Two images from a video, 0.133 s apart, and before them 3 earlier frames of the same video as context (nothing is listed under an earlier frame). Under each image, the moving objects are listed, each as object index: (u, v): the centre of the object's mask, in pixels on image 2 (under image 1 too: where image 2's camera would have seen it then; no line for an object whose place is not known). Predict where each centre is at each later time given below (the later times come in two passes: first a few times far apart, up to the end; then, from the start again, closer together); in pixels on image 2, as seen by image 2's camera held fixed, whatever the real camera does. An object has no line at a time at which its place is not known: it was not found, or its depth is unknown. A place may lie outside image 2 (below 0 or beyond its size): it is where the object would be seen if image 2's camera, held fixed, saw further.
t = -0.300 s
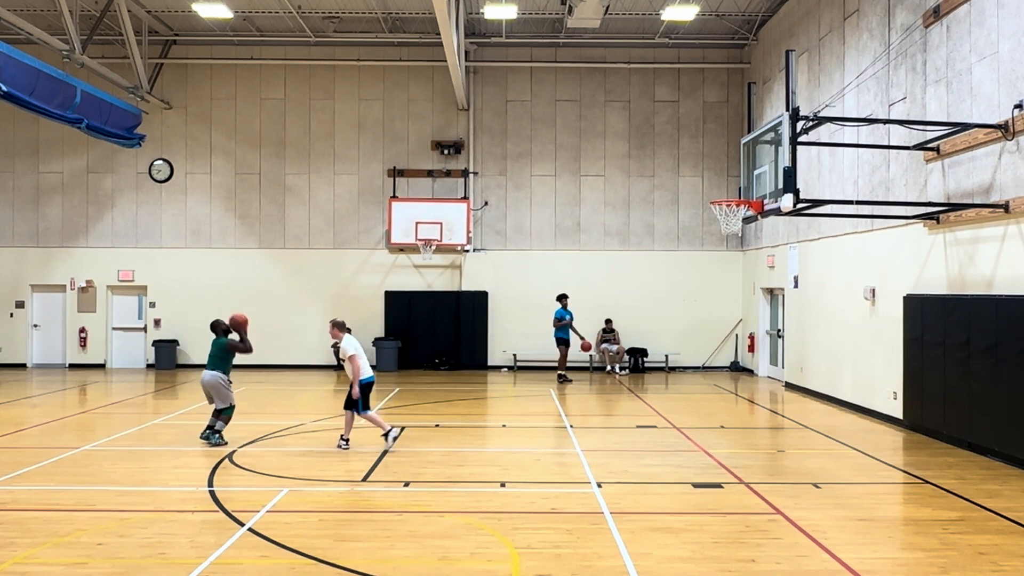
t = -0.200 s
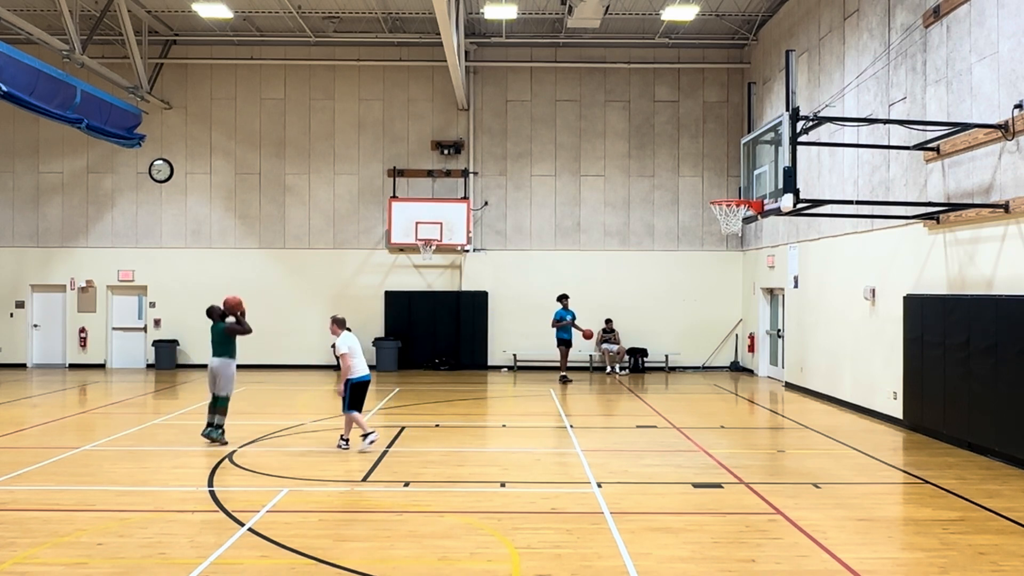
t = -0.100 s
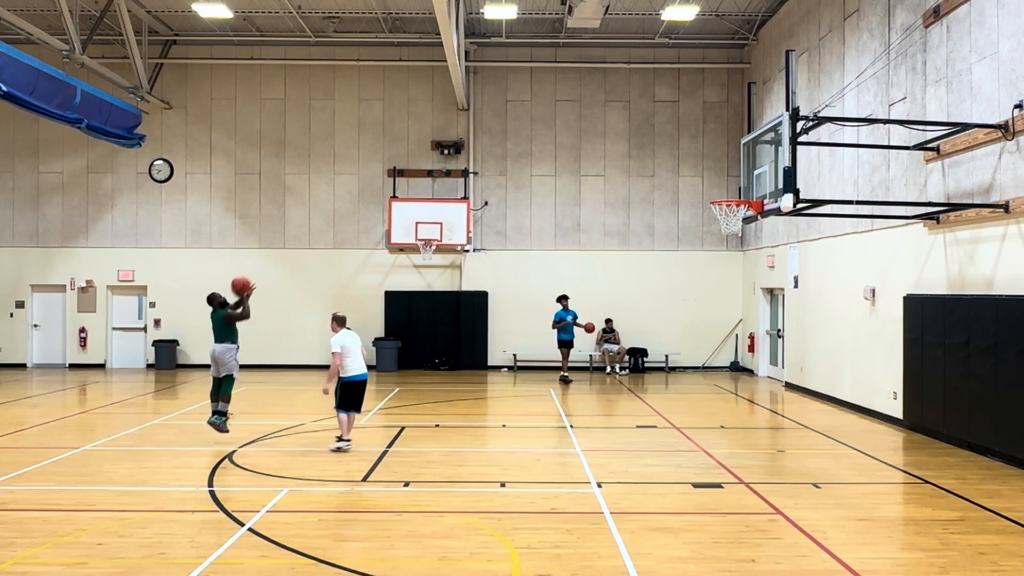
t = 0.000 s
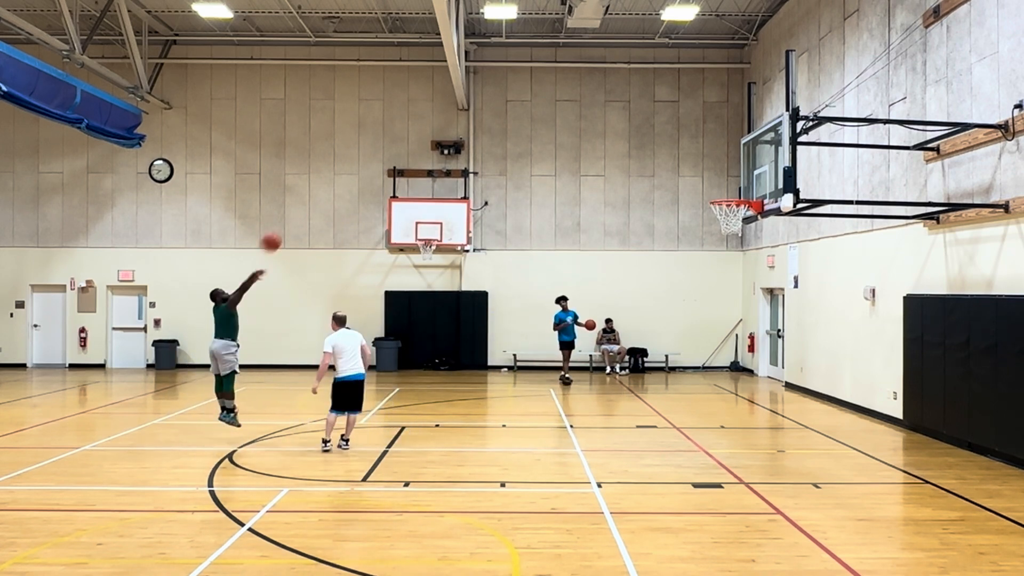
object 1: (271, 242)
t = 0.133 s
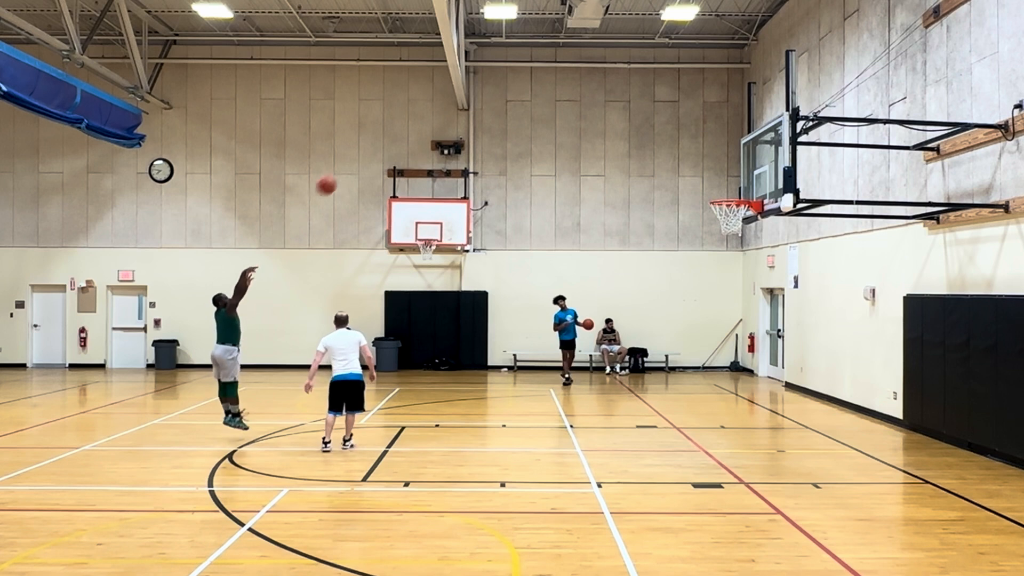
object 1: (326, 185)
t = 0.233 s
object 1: (367, 151)
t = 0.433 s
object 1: (448, 107)
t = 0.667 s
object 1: (541, 93)
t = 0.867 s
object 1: (620, 114)
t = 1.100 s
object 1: (710, 178)
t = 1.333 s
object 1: (726, 216)
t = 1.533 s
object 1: (725, 226)
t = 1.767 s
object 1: (739, 255)
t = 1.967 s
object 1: (749, 312)
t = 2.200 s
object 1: (760, 415)
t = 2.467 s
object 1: (768, 371)
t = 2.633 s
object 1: (772, 342)
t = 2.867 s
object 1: (778, 337)
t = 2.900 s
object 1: (778, 340)
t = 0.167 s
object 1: (340, 173)
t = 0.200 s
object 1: (354, 162)
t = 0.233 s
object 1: (367, 151)
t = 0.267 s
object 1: (381, 142)
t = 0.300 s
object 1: (394, 133)
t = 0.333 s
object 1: (408, 125)
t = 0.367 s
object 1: (422, 118)
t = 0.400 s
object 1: (434, 112)
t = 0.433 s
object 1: (448, 107)
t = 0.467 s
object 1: (461, 102)
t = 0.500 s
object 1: (475, 99)
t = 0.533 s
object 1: (488, 96)
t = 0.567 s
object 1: (501, 94)
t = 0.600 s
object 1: (514, 93)
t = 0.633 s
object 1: (528, 92)
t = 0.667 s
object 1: (541, 93)
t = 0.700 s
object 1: (554, 95)
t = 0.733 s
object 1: (567, 97)
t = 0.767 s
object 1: (580, 100)
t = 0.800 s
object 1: (593, 104)
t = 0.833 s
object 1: (606, 109)
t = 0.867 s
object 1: (620, 114)
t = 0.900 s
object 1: (632, 121)
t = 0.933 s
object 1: (645, 128)
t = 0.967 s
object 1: (658, 136)
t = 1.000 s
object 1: (672, 146)
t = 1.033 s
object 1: (684, 155)
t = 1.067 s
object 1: (697, 166)
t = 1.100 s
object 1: (710, 178)
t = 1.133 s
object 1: (723, 190)
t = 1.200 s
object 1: (730, 210)
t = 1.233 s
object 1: (729, 214)
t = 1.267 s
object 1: (726, 215)
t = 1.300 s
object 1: (727, 214)
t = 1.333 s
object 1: (726, 216)
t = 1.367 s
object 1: (721, 217)
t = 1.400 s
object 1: (720, 218)
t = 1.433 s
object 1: (720, 219)
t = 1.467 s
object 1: (722, 222)
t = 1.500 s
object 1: (724, 223)
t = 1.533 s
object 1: (725, 226)
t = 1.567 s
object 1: (729, 230)
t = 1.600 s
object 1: (731, 235)
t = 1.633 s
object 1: (732, 236)
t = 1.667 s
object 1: (734, 238)
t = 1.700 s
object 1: (736, 243)
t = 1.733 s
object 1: (738, 249)
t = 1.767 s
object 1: (739, 255)
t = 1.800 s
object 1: (741, 262)
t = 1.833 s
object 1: (743, 271)
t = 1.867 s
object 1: (744, 280)
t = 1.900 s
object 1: (746, 289)
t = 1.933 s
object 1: (747, 300)
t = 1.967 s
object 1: (749, 312)
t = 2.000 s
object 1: (750, 324)
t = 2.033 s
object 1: (752, 336)
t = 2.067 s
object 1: (754, 351)
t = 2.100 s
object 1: (755, 366)
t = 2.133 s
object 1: (757, 381)
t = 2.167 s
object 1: (758, 397)
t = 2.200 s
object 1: (760, 415)
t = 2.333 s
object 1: (765, 411)
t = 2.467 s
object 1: (768, 371)
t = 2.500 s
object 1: (769, 364)
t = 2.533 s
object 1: (770, 357)
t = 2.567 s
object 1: (770, 351)
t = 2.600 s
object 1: (771, 346)
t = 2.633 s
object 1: (772, 342)
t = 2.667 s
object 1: (773, 339)
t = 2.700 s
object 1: (774, 336)
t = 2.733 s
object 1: (775, 335)
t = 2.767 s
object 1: (775, 334)
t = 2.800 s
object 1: (776, 334)
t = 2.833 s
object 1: (777, 335)
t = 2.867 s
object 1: (778, 337)
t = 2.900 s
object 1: (778, 340)
